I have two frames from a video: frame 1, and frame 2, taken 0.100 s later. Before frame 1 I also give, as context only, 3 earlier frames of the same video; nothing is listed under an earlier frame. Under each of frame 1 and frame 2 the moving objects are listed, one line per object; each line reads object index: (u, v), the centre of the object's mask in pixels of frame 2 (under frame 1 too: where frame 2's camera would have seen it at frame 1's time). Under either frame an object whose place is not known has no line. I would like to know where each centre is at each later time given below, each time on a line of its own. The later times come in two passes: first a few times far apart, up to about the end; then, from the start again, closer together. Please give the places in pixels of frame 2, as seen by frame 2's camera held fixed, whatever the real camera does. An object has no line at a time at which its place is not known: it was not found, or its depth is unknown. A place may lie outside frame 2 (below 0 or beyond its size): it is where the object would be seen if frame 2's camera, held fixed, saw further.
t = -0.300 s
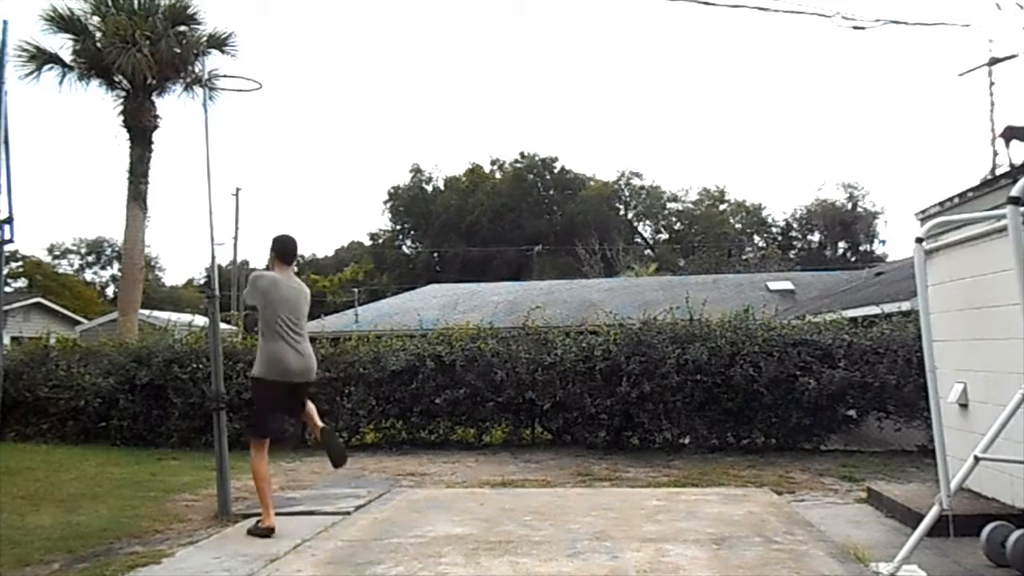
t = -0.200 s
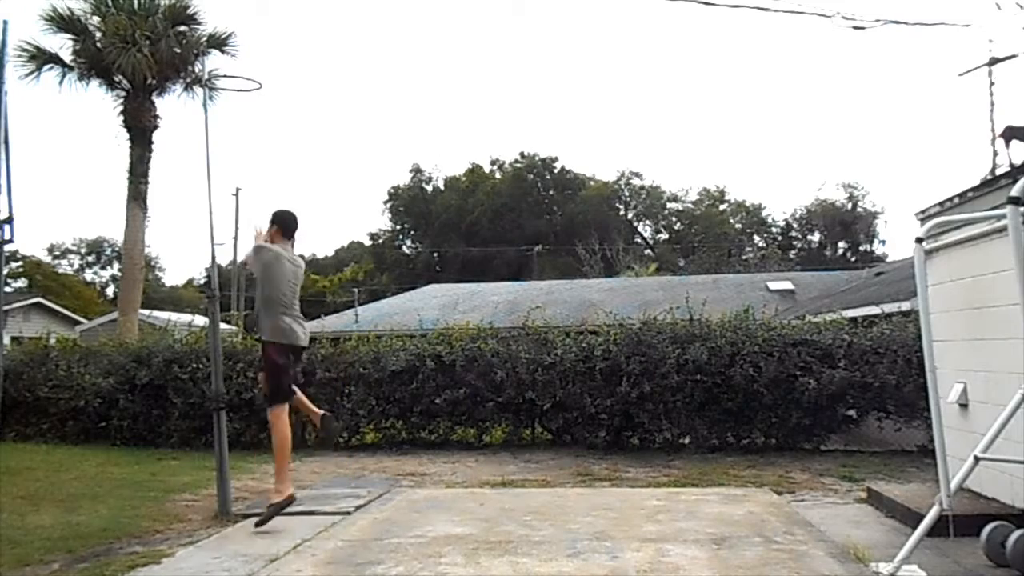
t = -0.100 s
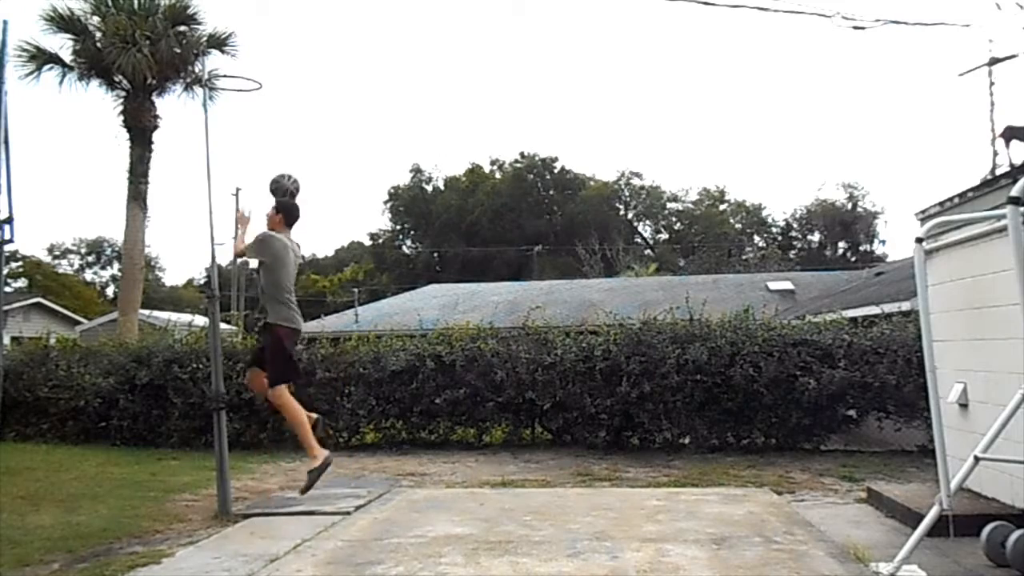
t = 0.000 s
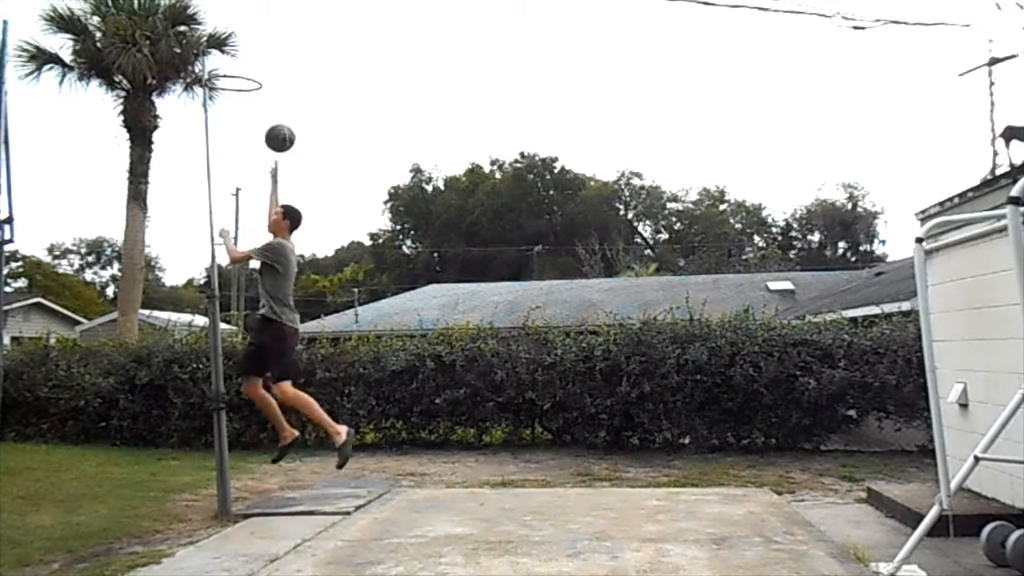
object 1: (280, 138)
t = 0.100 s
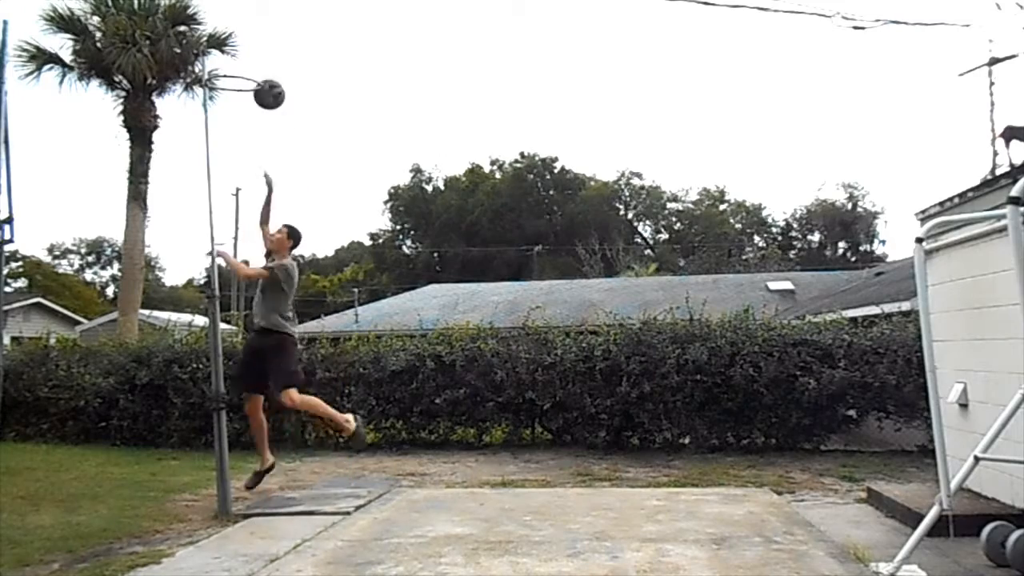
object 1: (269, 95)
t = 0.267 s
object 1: (250, 46)
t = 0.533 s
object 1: (218, 39)
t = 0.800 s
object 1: (252, 59)
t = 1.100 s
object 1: (326, 107)
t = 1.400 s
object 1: (400, 284)
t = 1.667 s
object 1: (467, 452)
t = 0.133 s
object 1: (265, 82)
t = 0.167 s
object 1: (262, 70)
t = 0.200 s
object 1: (258, 61)
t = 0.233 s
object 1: (254, 53)
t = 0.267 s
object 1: (250, 46)
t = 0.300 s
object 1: (246, 40)
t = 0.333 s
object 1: (243, 36)
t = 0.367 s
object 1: (238, 33)
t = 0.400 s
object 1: (234, 31)
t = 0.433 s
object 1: (230, 31)
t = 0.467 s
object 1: (224, 34)
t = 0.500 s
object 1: (221, 36)
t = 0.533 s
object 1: (218, 39)
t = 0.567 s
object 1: (215, 43)
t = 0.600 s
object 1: (216, 47)
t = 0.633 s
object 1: (217, 50)
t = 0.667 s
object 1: (220, 56)
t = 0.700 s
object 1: (227, 60)
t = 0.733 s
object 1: (235, 62)
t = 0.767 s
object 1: (244, 61)
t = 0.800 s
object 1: (252, 59)
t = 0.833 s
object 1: (261, 58)
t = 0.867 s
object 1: (269, 59)
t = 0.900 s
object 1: (277, 61)
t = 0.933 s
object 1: (286, 65)
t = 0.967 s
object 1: (294, 70)
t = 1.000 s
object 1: (302, 77)
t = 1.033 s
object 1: (310, 85)
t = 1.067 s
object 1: (318, 95)
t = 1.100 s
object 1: (326, 107)
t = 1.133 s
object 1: (334, 120)
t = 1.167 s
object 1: (343, 135)
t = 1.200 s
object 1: (351, 151)
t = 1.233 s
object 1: (359, 169)
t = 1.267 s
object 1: (367, 189)
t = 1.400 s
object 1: (400, 284)
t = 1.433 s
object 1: (408, 314)
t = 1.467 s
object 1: (417, 343)
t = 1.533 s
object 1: (434, 409)
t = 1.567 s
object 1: (442, 444)
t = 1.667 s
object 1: (467, 452)
